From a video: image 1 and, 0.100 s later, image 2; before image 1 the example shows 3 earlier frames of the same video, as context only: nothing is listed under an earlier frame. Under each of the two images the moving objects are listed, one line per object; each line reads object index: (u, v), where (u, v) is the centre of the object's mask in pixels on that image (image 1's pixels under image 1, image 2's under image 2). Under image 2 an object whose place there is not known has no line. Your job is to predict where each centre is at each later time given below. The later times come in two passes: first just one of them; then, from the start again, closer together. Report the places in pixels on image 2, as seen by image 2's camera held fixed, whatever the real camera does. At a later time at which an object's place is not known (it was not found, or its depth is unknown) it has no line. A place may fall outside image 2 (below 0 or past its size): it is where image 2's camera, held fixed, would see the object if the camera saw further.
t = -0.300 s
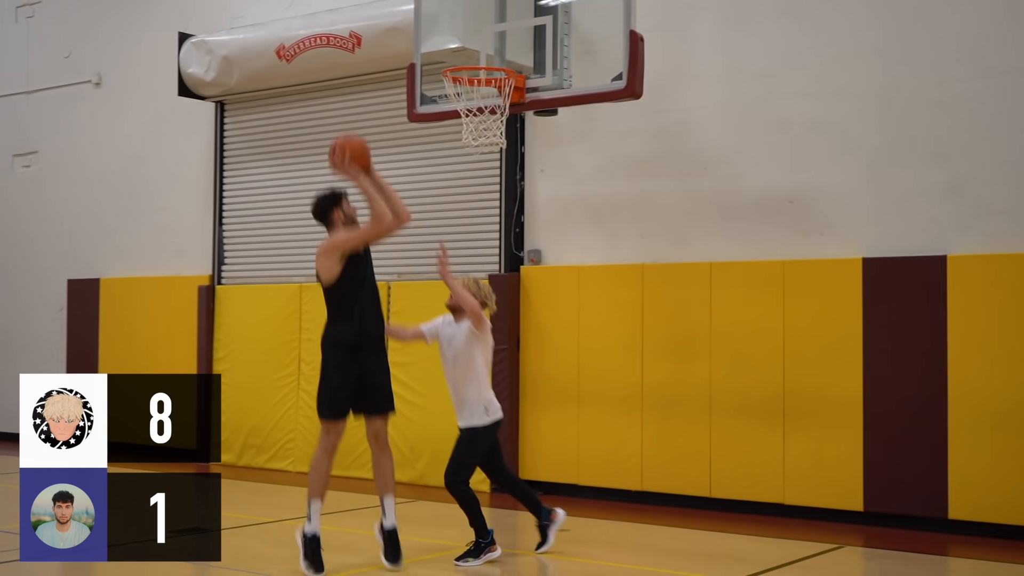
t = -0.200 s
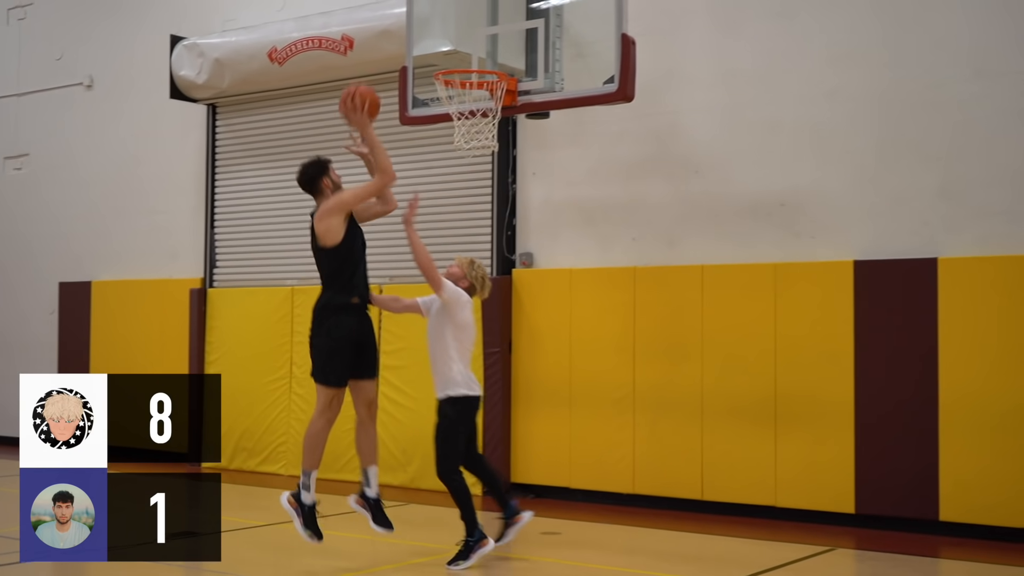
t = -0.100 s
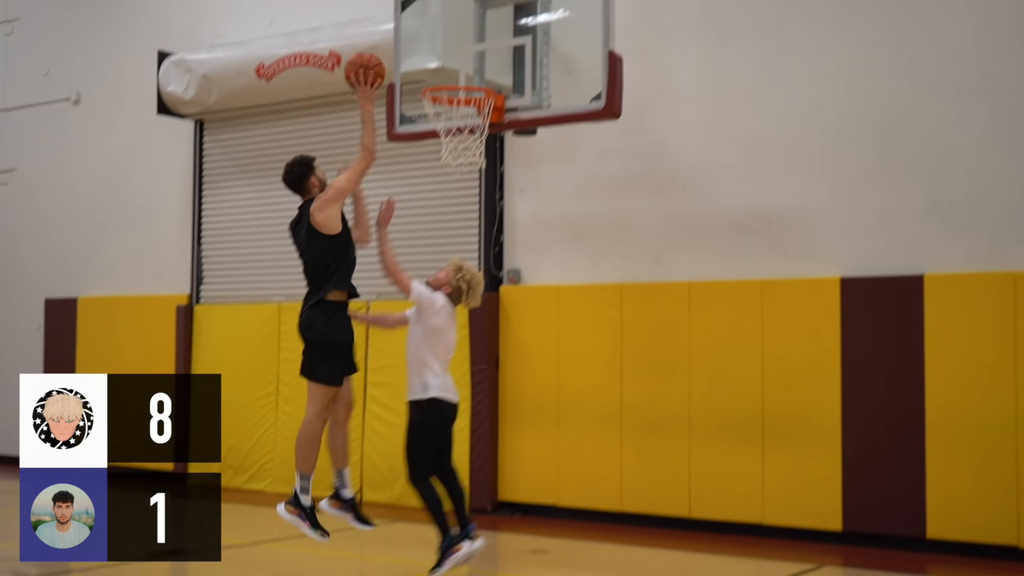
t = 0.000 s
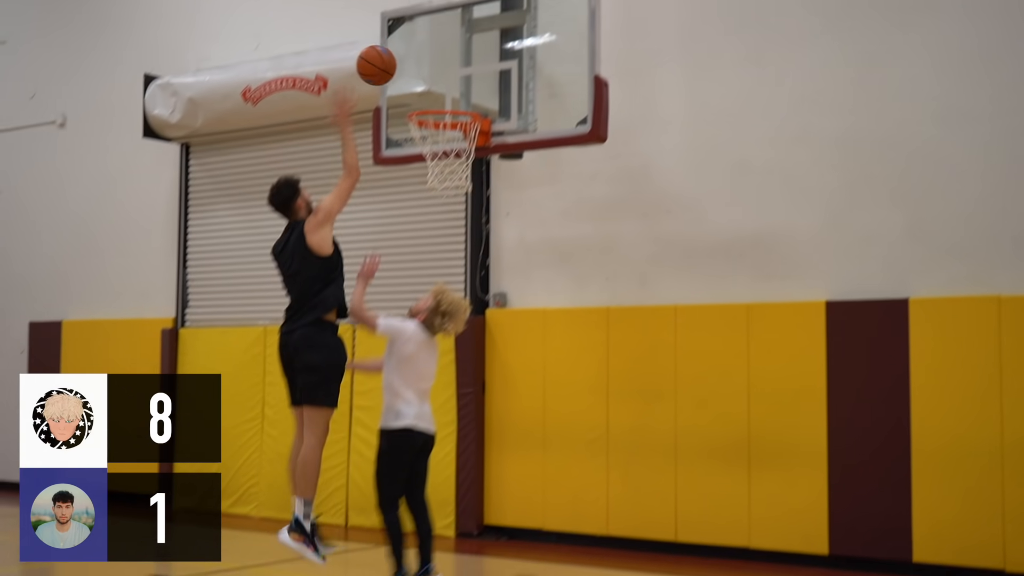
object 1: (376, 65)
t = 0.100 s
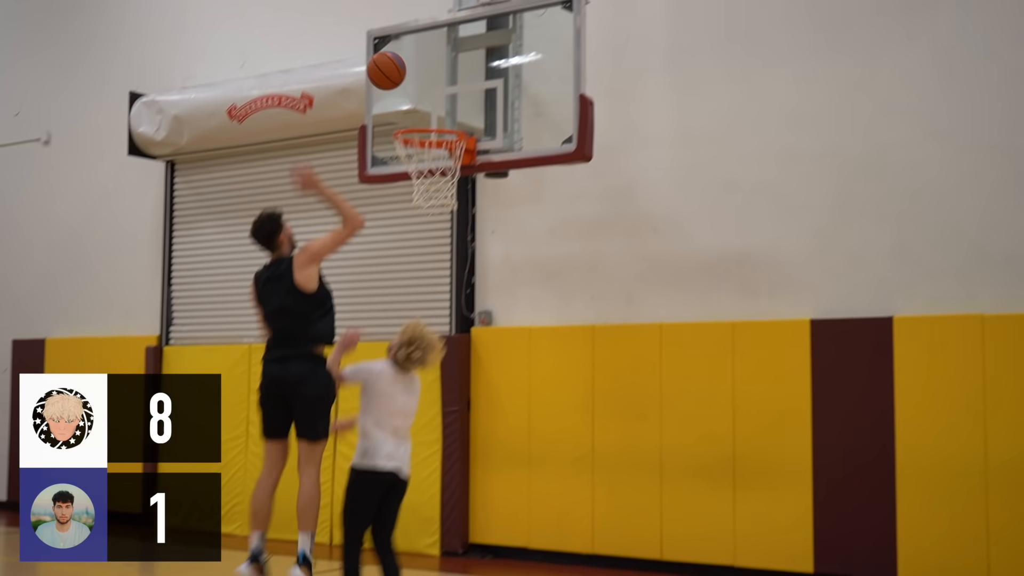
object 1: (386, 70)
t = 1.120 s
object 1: (447, 180)
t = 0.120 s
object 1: (391, 70)
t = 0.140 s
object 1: (396, 70)
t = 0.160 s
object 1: (401, 70)
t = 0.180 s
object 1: (405, 71)
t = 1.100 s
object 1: (446, 178)
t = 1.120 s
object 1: (447, 180)
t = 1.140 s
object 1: (448, 195)
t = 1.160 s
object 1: (448, 189)
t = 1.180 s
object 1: (450, 200)
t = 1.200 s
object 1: (451, 204)
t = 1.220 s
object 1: (452, 208)
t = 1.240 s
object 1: (453, 214)
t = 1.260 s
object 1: (454, 222)
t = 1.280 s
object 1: (455, 230)
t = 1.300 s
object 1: (456, 239)
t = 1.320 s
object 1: (456, 248)
